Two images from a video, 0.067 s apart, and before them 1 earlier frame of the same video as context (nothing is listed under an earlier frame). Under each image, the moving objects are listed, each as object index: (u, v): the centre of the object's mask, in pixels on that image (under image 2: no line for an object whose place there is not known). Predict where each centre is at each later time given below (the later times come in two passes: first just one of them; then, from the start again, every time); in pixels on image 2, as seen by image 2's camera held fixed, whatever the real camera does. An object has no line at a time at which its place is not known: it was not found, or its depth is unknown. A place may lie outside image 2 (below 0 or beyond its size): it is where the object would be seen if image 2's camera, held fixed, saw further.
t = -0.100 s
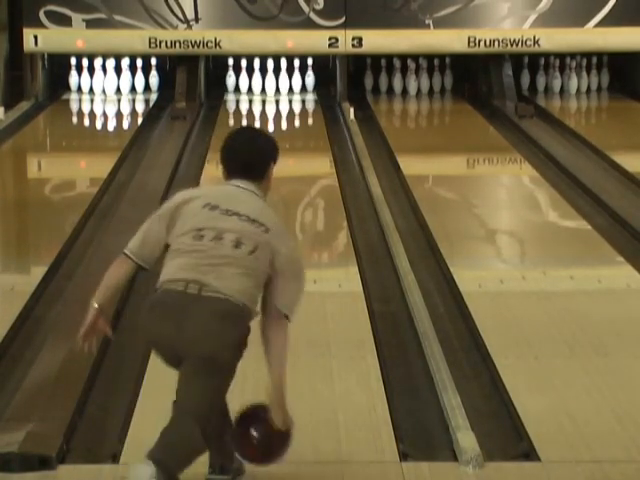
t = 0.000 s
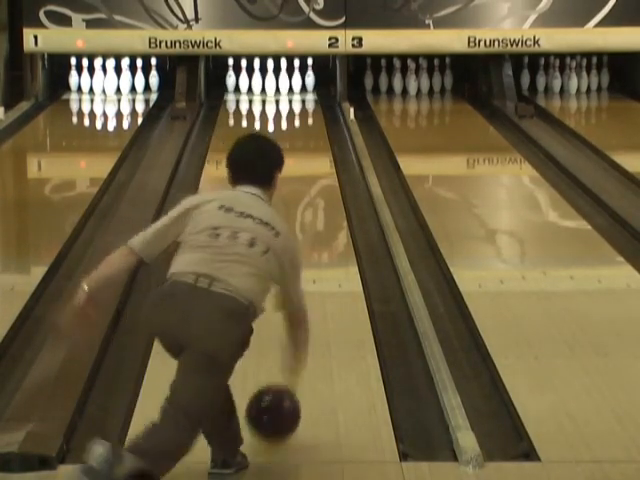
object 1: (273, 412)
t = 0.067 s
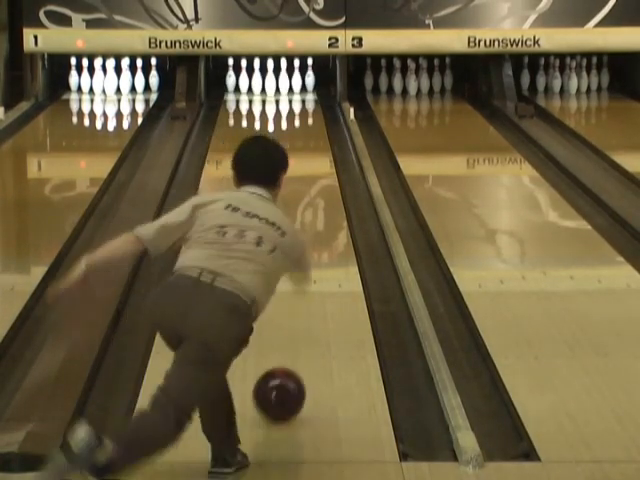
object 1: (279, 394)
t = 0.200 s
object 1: (290, 351)
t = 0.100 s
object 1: (282, 383)
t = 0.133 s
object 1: (284, 372)
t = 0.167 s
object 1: (287, 362)
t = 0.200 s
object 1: (290, 351)
